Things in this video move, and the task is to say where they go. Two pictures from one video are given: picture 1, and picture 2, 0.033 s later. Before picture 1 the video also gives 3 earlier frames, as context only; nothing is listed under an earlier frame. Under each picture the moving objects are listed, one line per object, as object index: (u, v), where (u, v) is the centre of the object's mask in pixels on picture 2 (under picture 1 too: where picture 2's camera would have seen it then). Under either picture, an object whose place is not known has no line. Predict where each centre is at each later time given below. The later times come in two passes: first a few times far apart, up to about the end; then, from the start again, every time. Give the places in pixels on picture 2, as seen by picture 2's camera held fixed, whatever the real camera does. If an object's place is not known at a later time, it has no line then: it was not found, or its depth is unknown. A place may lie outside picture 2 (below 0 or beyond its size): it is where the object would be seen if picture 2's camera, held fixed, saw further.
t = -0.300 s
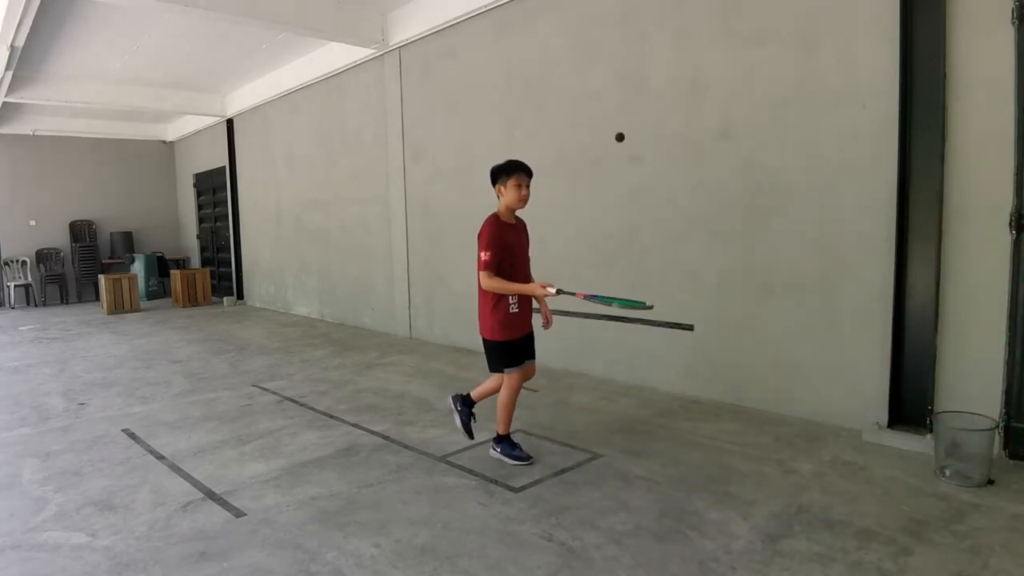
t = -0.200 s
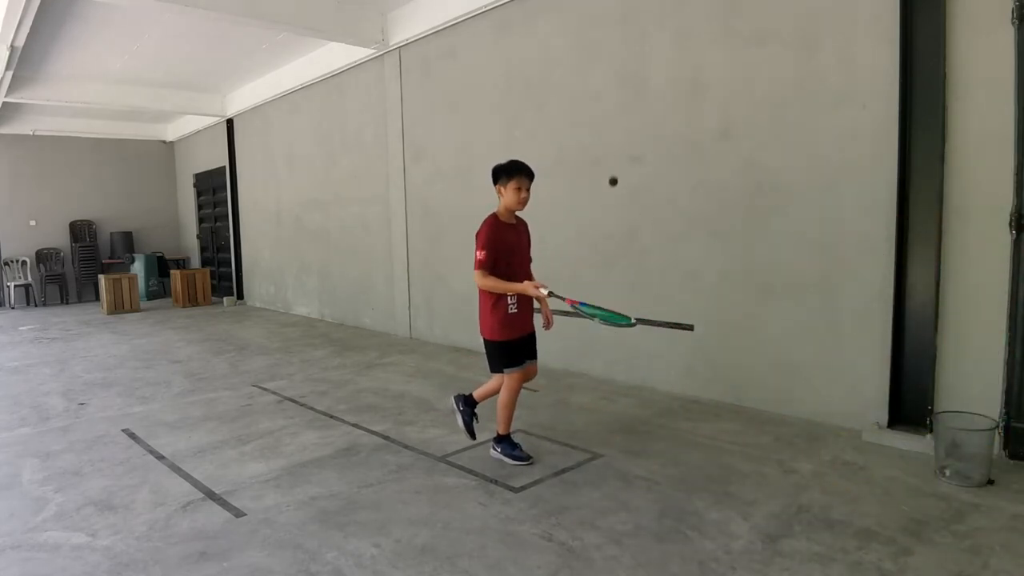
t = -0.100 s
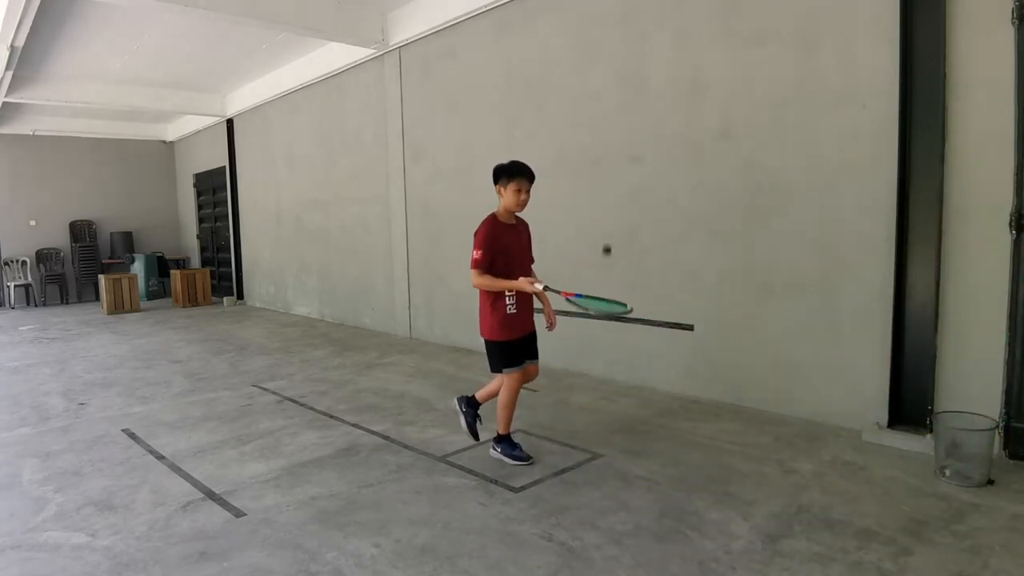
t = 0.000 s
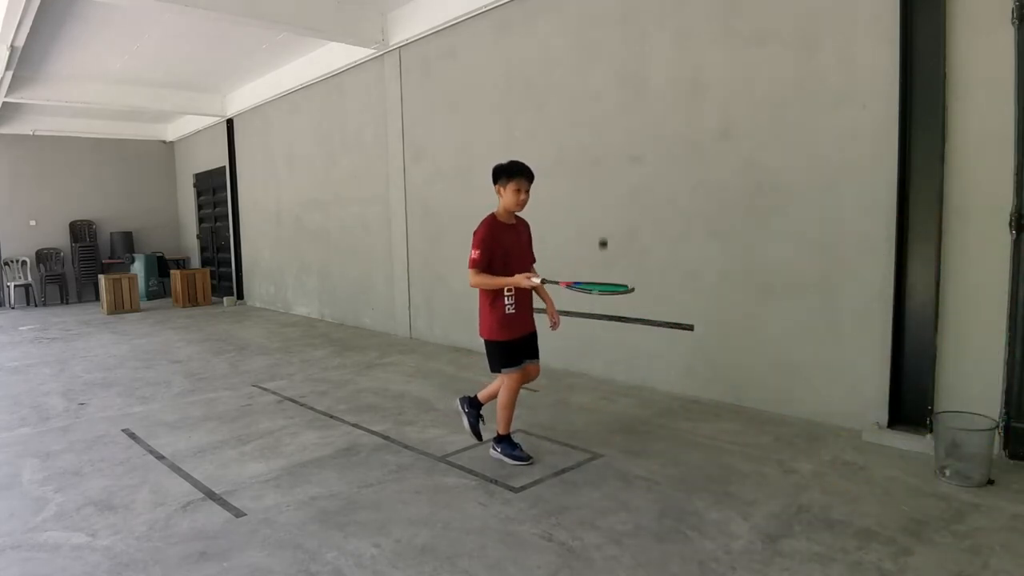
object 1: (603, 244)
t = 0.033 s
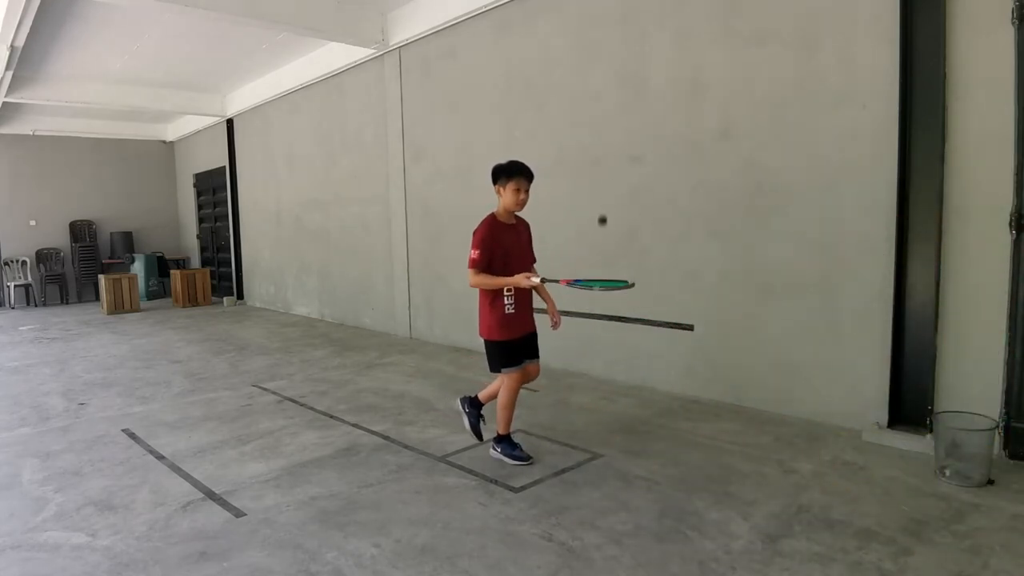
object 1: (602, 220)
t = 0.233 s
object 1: (599, 131)
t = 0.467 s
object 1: (596, 152)
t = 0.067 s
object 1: (602, 199)
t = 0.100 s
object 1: (601, 180)
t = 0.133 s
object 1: (601, 164)
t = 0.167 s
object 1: (600, 150)
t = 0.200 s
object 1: (600, 139)
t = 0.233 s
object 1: (599, 131)
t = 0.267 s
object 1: (599, 125)
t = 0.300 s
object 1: (598, 123)
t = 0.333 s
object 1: (598, 123)
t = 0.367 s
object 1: (597, 126)
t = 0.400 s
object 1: (597, 132)
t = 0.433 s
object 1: (596, 141)
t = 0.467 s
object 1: (596, 152)
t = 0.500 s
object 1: (596, 167)
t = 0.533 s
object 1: (595, 185)
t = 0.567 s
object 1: (595, 205)
